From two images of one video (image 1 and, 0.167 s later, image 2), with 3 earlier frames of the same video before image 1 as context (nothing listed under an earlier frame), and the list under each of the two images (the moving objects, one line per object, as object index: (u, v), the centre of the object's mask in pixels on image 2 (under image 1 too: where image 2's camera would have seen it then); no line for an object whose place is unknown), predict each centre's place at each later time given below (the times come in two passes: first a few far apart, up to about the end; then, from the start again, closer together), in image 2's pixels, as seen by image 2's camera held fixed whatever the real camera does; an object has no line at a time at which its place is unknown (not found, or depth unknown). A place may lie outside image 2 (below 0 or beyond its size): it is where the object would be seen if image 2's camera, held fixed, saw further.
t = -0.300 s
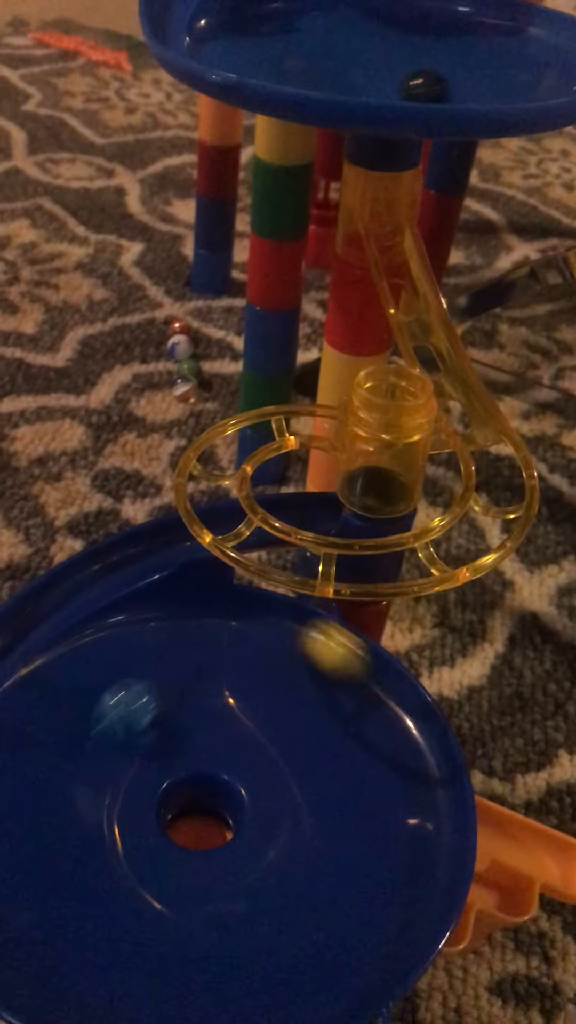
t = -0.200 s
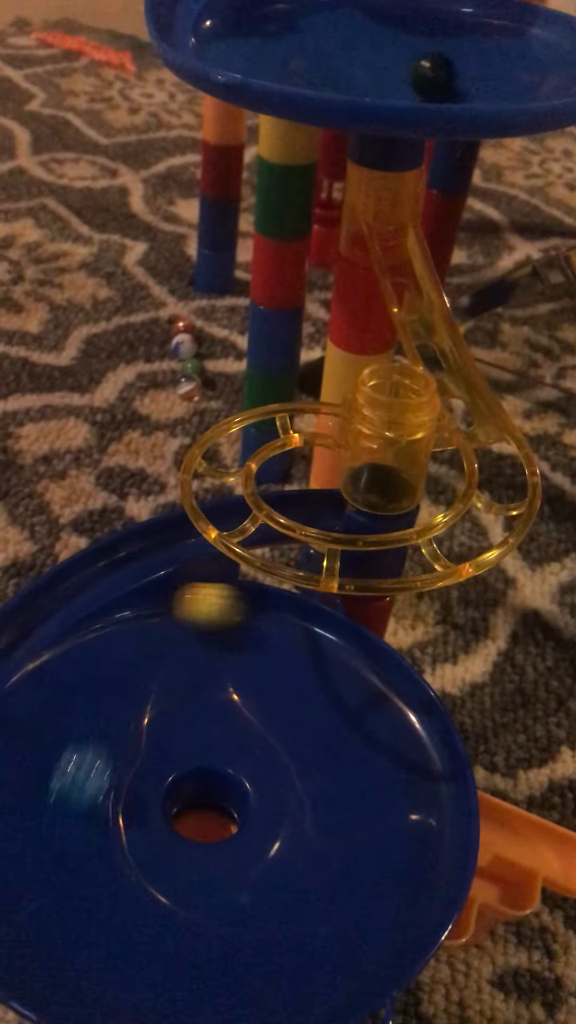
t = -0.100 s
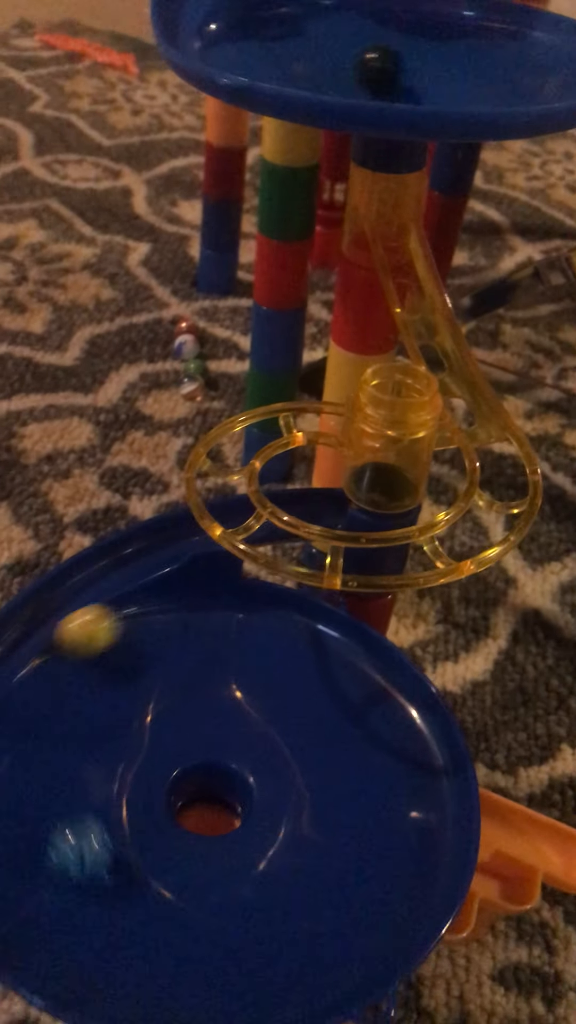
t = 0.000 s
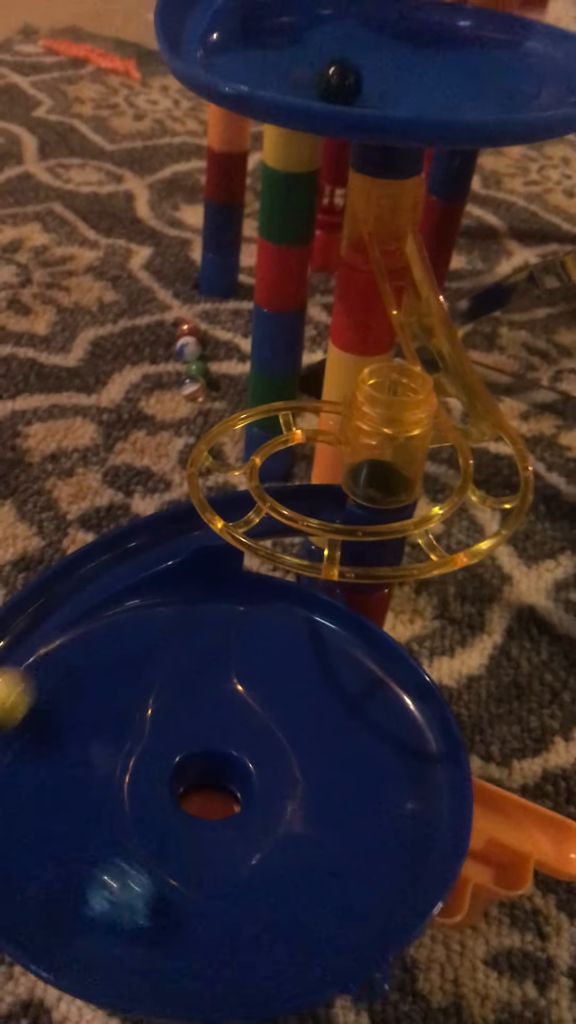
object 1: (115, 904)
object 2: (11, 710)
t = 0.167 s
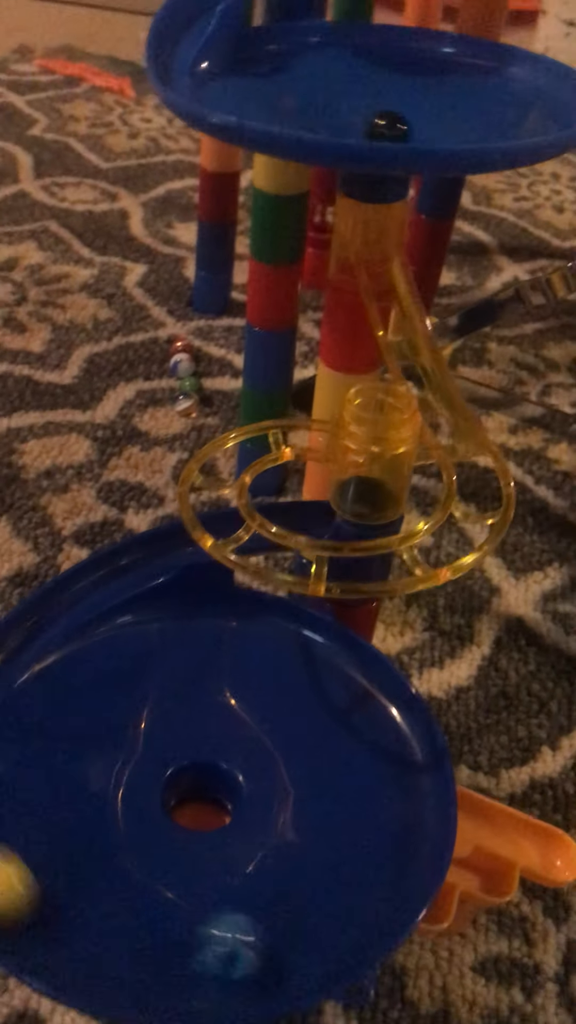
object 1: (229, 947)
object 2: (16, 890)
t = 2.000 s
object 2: (329, 665)
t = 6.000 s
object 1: (110, 791)
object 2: (181, 840)
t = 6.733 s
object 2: (153, 762)
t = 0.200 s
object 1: (255, 943)
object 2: (35, 917)
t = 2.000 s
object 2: (329, 665)
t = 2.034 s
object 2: (307, 652)
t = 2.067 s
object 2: (285, 641)
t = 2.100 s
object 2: (262, 635)
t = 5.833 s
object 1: (150, 704)
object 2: (130, 772)
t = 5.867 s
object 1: (136, 717)
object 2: (132, 788)
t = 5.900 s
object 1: (124, 733)
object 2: (138, 804)
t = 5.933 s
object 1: (114, 752)
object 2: (148, 819)
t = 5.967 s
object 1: (110, 771)
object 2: (163, 832)
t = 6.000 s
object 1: (110, 791)
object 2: (181, 840)
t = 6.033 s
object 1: (118, 813)
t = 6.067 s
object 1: (130, 830)
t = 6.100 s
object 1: (146, 847)
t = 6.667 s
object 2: (188, 736)
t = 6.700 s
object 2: (170, 747)
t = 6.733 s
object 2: (153, 762)
